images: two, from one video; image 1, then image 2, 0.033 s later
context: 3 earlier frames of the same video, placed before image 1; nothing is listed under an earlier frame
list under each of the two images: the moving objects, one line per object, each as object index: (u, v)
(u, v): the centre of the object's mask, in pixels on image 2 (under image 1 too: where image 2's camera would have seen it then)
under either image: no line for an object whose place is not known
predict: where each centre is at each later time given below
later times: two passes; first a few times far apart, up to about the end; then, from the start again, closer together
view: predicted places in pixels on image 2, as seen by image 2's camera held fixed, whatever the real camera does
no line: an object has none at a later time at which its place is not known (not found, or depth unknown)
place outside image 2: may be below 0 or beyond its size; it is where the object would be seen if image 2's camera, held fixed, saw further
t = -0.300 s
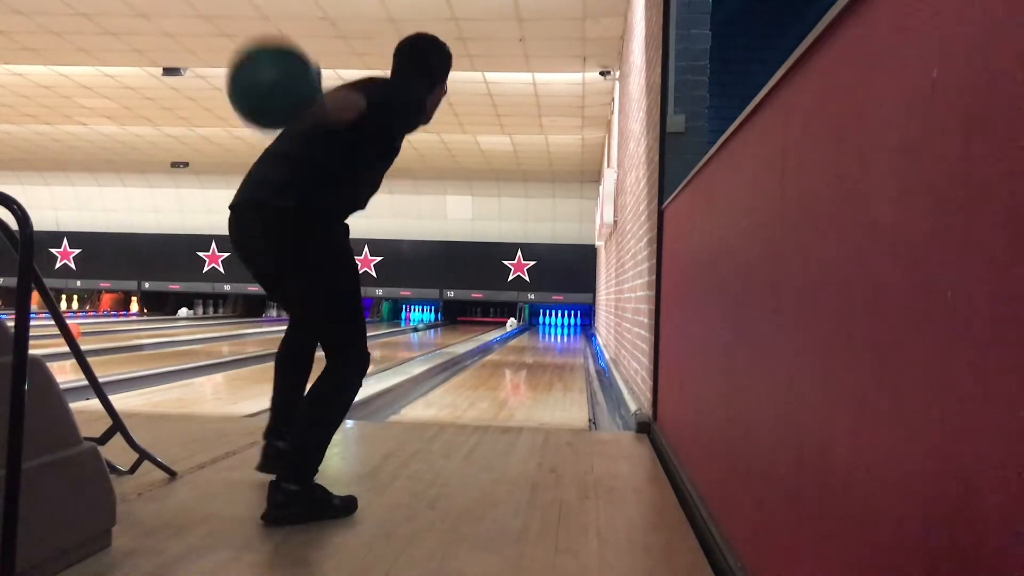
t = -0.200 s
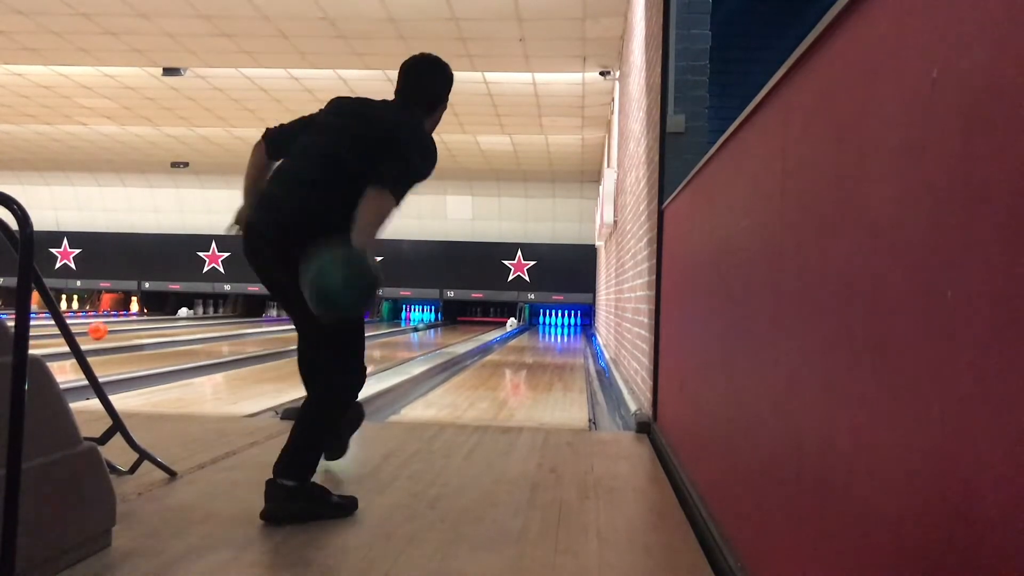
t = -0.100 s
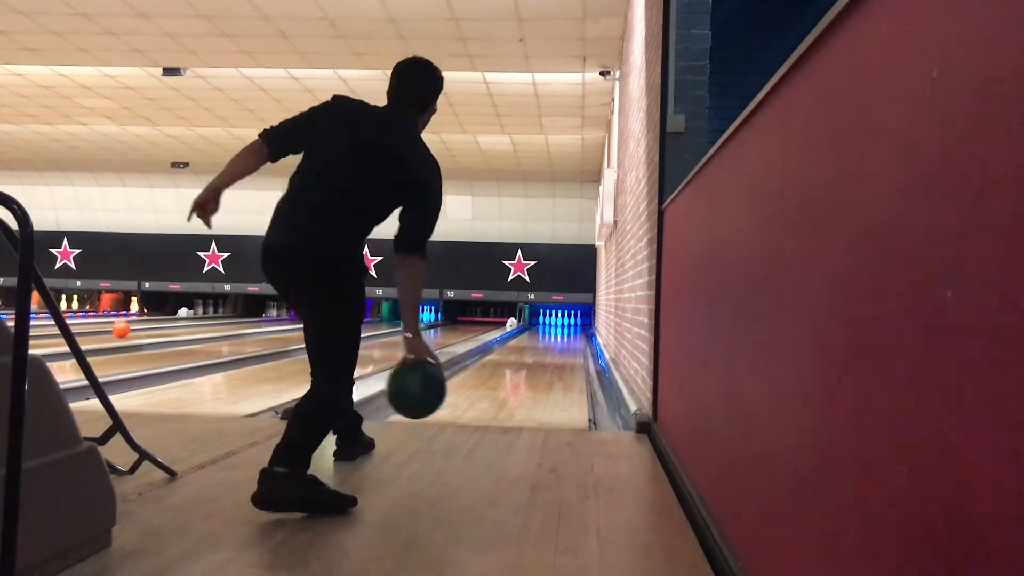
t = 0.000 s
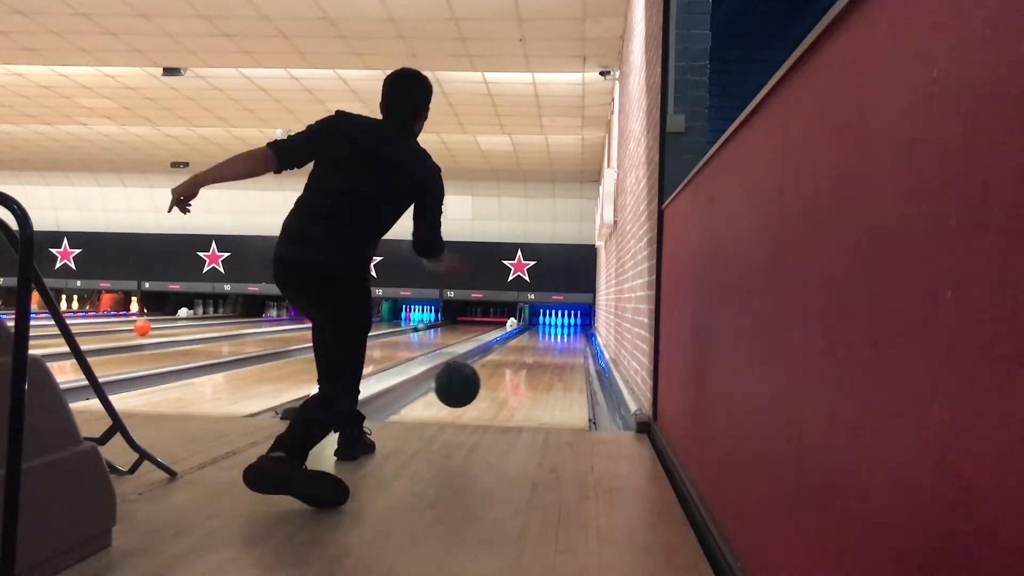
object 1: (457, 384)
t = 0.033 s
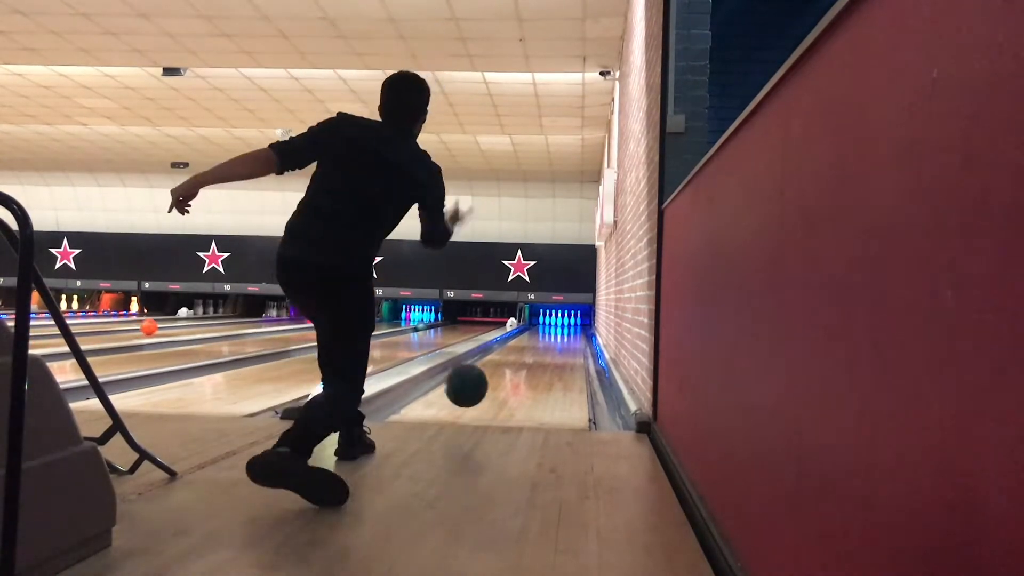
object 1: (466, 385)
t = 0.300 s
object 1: (513, 372)
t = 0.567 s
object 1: (533, 352)
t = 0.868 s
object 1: (546, 340)
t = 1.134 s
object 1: (552, 334)
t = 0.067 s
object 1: (474, 389)
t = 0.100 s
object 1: (481, 394)
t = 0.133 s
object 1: (488, 389)
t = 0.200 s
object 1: (500, 378)
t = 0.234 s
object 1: (504, 377)
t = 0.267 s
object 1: (508, 374)
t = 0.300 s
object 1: (513, 372)
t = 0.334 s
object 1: (515, 368)
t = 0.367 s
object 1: (518, 367)
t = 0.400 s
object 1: (521, 364)
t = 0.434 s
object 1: (524, 361)
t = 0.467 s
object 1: (526, 360)
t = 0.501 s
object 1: (529, 356)
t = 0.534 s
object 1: (531, 353)
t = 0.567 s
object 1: (533, 352)
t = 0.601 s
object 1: (536, 351)
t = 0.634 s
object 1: (537, 350)
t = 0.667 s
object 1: (539, 348)
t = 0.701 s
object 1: (540, 347)
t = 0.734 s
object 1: (541, 346)
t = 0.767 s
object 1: (543, 344)
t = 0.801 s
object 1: (544, 342)
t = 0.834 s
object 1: (545, 341)
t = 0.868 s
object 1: (546, 340)
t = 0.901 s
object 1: (547, 339)
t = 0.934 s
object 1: (548, 339)
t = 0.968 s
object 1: (549, 338)
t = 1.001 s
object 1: (549, 337)
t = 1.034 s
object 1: (550, 336)
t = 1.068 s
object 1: (551, 335)
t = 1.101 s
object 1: (552, 334)
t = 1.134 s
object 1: (552, 334)
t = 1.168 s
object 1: (553, 333)
